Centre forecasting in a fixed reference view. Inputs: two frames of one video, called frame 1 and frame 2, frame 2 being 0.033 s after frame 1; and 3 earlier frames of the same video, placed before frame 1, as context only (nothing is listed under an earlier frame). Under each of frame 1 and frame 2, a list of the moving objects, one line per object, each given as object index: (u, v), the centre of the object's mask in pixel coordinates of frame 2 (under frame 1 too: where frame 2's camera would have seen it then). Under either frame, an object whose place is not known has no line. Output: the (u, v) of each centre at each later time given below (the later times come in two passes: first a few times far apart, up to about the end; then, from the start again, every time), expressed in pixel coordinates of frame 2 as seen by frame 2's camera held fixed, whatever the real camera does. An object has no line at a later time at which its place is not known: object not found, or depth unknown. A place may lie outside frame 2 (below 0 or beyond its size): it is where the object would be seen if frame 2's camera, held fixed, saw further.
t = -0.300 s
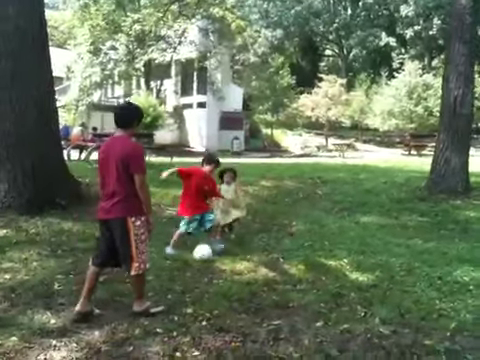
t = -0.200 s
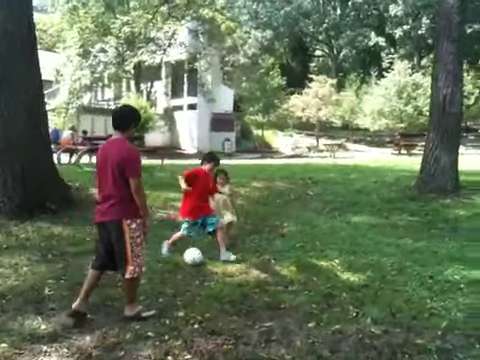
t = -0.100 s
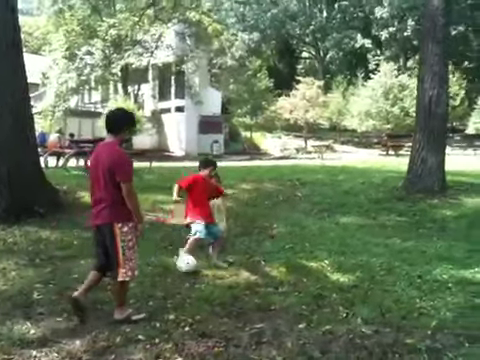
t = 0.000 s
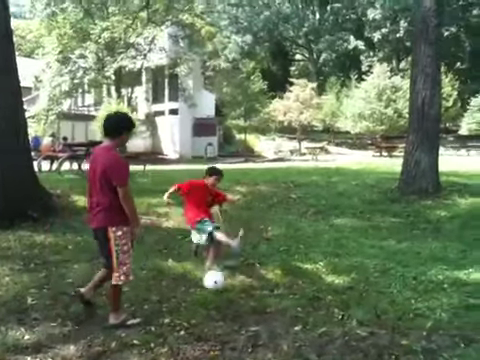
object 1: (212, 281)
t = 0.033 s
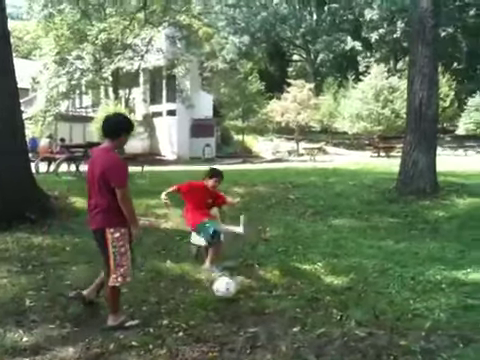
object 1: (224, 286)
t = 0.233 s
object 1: (291, 309)
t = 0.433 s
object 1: (365, 343)
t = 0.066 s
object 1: (237, 293)
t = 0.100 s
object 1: (248, 299)
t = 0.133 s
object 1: (259, 300)
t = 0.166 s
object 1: (269, 302)
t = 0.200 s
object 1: (279, 304)
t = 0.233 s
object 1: (291, 309)
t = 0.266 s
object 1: (304, 315)
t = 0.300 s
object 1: (317, 324)
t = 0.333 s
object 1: (330, 335)
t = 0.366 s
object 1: (345, 344)
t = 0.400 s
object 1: (356, 344)
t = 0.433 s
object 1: (365, 343)
